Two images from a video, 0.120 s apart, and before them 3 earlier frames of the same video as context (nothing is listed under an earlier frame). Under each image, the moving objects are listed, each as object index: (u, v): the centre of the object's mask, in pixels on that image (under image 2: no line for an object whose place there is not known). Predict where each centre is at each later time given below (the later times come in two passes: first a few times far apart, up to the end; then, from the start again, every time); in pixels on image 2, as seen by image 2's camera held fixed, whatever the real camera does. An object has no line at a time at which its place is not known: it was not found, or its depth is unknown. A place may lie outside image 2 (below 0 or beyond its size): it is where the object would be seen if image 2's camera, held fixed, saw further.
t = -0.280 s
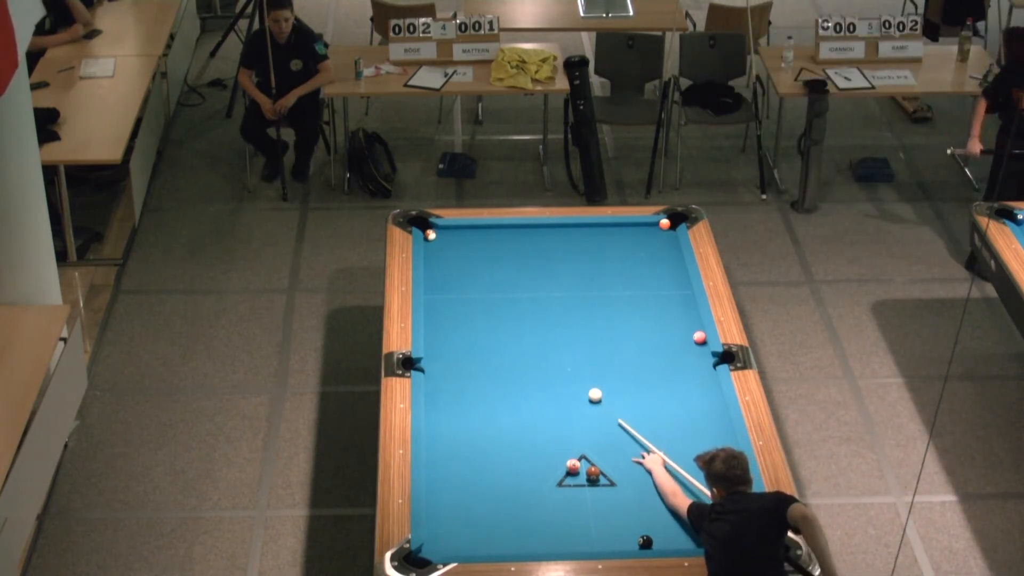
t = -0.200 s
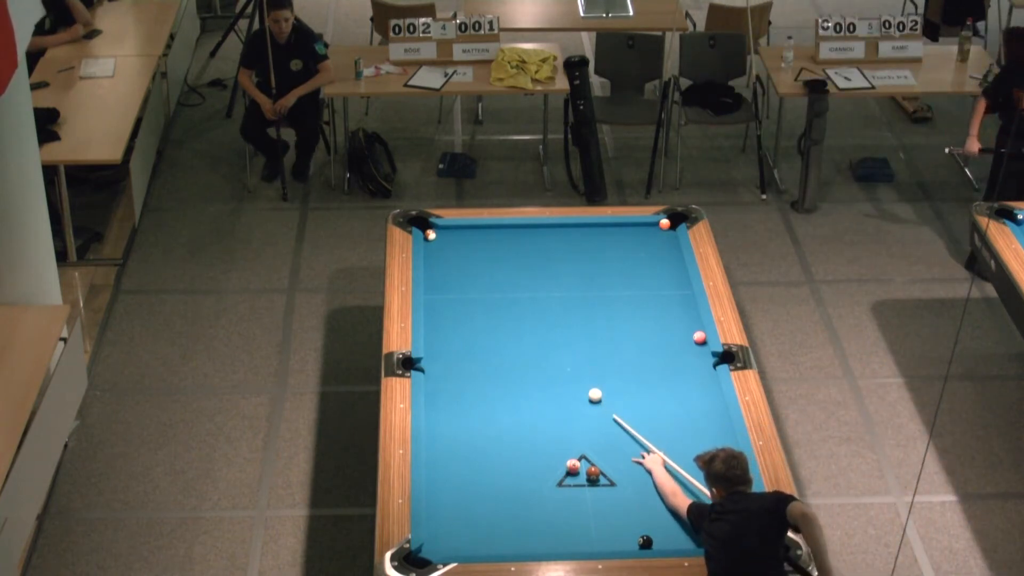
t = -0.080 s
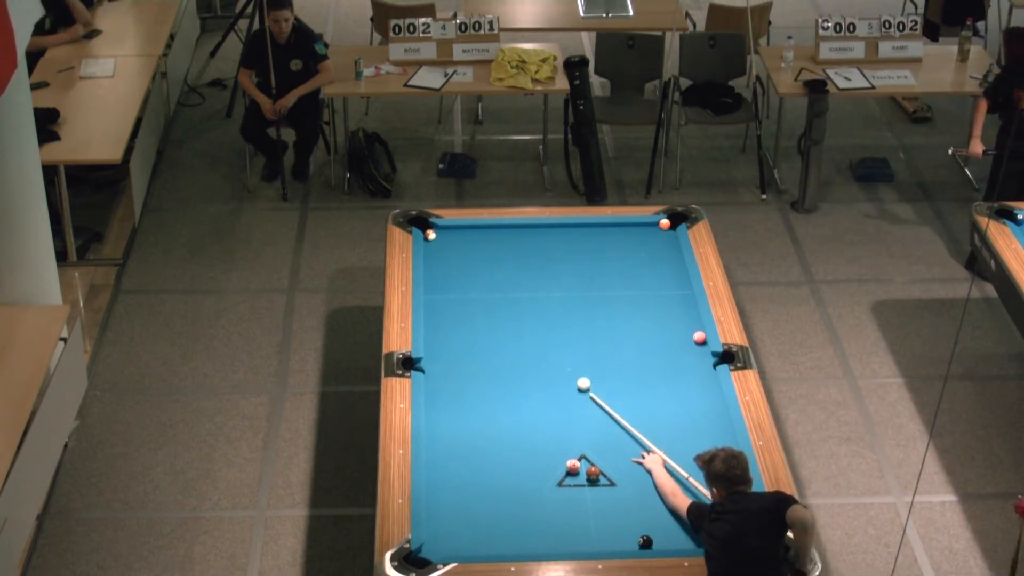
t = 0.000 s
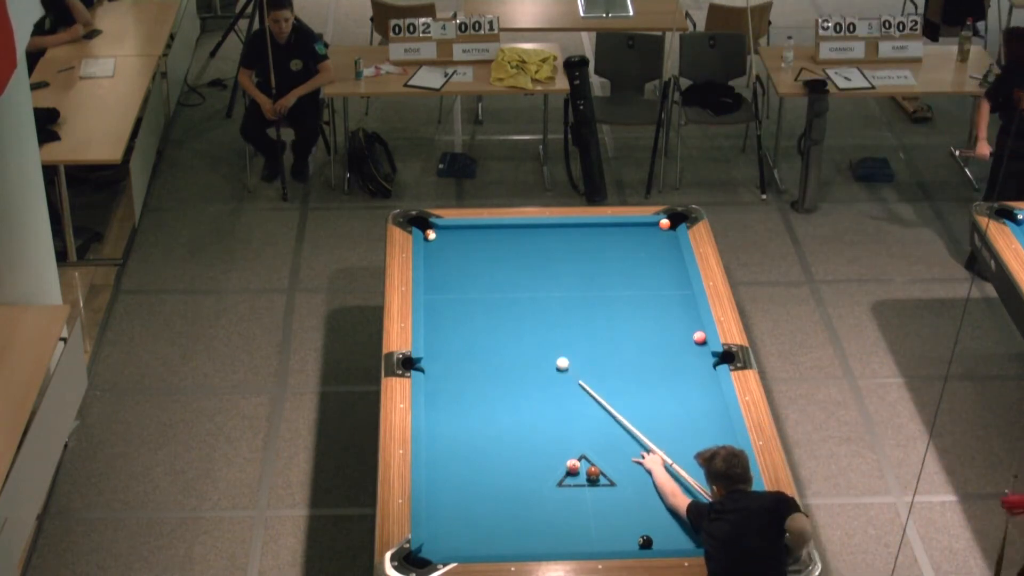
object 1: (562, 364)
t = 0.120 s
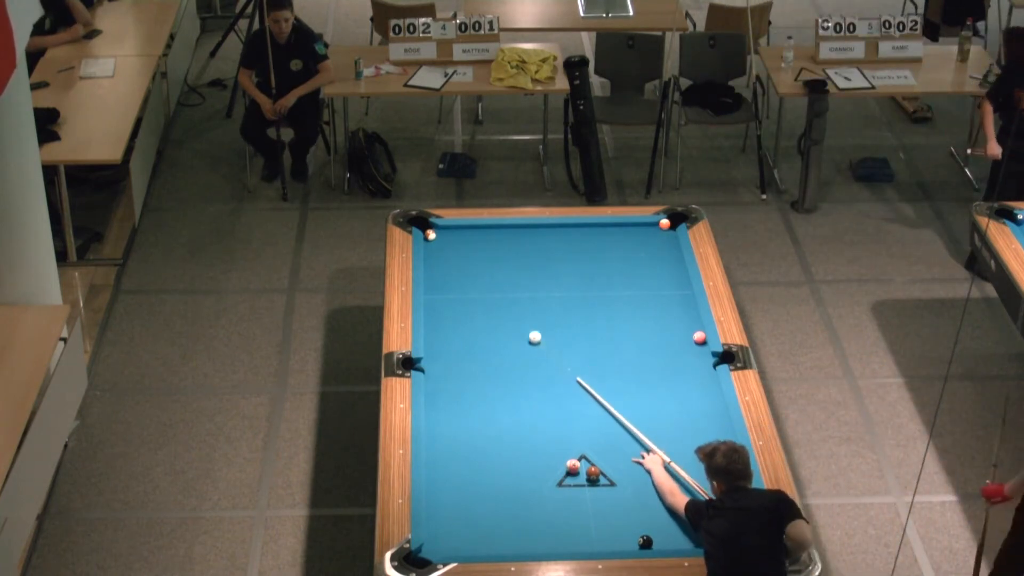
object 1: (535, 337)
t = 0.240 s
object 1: (512, 315)
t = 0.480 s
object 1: (477, 281)
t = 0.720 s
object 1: (449, 255)
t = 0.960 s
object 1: (429, 240)
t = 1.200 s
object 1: (433, 237)
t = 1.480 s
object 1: (438, 234)
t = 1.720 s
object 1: (441, 233)
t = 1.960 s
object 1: (444, 231)
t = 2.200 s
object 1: (446, 230)
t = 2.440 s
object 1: (448, 229)
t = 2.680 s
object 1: (449, 229)
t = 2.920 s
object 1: (449, 229)
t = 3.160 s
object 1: (448, 229)
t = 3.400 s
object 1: (448, 229)
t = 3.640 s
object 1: (448, 229)
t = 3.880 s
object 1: (448, 228)
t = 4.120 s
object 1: (448, 229)
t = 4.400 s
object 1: (448, 229)
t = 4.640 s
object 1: (448, 229)
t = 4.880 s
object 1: (448, 229)
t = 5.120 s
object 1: (448, 229)
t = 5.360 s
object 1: (448, 229)
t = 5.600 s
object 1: (448, 229)
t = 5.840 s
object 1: (448, 229)
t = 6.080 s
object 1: (448, 229)
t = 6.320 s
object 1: (448, 229)
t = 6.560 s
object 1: (448, 229)
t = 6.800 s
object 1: (448, 229)
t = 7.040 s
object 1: (448, 229)
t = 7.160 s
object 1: (448, 229)
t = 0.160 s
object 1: (527, 329)
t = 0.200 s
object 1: (519, 322)
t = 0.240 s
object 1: (512, 315)
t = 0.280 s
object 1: (505, 309)
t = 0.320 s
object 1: (498, 302)
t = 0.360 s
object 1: (493, 296)
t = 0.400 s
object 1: (487, 291)
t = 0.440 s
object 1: (482, 286)
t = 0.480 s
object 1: (477, 281)
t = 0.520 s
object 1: (472, 277)
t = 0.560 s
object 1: (467, 272)
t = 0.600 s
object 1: (463, 268)
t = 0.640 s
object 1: (458, 264)
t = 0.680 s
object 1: (453, 259)
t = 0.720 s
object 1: (449, 255)
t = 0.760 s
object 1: (444, 251)
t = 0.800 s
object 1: (440, 247)
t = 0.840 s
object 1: (436, 243)
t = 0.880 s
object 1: (433, 240)
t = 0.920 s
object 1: (430, 240)
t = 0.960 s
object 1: (429, 240)
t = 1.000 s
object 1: (429, 239)
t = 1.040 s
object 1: (430, 239)
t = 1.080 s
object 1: (431, 239)
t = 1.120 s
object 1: (432, 238)
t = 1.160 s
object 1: (432, 238)
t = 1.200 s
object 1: (433, 237)
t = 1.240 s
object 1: (434, 237)
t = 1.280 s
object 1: (434, 236)
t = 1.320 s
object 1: (435, 236)
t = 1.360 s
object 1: (436, 236)
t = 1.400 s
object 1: (437, 235)
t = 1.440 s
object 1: (437, 235)
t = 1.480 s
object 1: (438, 234)
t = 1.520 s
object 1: (438, 234)
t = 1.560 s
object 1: (439, 234)
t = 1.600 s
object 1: (440, 233)
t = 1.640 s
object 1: (440, 233)
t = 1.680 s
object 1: (441, 233)
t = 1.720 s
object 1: (441, 233)
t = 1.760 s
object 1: (442, 232)
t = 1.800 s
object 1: (442, 232)
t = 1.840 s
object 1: (443, 232)
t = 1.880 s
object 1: (443, 231)
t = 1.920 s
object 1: (444, 231)
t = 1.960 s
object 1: (444, 231)
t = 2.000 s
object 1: (445, 231)
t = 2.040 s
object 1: (445, 231)
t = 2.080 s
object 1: (446, 230)
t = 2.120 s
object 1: (446, 230)
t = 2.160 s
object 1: (446, 230)
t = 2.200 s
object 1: (446, 230)
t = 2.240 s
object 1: (447, 230)
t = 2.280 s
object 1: (447, 229)
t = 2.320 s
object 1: (447, 229)
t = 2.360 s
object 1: (447, 229)
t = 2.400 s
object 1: (448, 229)
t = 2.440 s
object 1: (448, 229)
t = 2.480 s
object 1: (448, 229)
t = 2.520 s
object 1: (448, 228)
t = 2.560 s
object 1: (448, 228)
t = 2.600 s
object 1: (449, 228)
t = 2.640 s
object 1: (449, 229)
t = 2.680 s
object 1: (449, 229)
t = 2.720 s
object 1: (449, 229)
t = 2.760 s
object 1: (449, 229)
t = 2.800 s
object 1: (449, 229)
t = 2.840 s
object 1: (449, 229)
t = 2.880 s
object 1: (449, 229)
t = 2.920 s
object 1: (449, 229)
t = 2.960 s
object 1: (448, 229)
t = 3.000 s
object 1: (448, 229)
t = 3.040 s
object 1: (448, 229)
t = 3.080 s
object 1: (448, 229)
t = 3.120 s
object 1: (448, 229)
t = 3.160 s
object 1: (448, 229)
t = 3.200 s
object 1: (448, 229)
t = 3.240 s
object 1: (448, 229)
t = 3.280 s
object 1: (448, 229)
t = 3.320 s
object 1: (448, 229)
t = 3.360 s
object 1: (448, 229)
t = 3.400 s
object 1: (448, 229)
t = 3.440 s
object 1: (448, 229)
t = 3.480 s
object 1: (448, 229)
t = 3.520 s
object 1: (448, 229)
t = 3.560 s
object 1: (448, 229)
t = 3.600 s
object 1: (448, 229)
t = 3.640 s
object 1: (448, 229)
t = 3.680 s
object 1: (448, 229)
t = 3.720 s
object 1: (448, 229)
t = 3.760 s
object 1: (448, 229)
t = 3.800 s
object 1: (448, 229)
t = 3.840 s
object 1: (448, 229)
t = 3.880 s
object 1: (448, 228)
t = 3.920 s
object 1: (448, 228)
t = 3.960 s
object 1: (448, 228)
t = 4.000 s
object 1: (448, 229)
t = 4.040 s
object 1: (448, 229)
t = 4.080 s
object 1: (448, 228)
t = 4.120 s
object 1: (448, 229)
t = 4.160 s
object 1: (448, 228)
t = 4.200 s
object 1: (448, 229)
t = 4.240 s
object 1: (448, 229)
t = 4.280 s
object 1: (448, 229)
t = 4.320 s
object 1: (448, 229)
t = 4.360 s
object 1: (448, 229)
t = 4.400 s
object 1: (448, 229)
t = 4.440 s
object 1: (448, 229)
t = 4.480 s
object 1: (448, 229)
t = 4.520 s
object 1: (448, 229)
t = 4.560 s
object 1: (448, 229)
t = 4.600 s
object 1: (448, 229)
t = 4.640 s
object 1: (448, 229)
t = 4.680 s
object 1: (448, 229)
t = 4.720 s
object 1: (448, 229)
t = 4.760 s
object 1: (448, 229)
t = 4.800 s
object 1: (448, 229)
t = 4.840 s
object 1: (448, 228)
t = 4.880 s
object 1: (448, 229)
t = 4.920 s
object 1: (448, 229)
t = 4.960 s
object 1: (448, 229)
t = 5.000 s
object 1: (448, 229)
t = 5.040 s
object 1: (448, 228)
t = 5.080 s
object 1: (448, 229)
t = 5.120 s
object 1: (448, 229)
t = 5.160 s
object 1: (448, 229)
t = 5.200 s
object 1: (448, 229)
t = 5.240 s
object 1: (448, 229)
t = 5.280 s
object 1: (448, 229)
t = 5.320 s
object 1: (448, 229)
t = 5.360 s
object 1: (448, 229)
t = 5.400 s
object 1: (448, 228)
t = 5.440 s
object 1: (448, 229)
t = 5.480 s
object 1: (448, 229)
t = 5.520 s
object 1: (448, 229)
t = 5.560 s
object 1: (448, 229)
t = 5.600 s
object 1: (448, 229)
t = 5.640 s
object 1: (448, 229)
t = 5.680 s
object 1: (448, 229)
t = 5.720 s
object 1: (448, 229)
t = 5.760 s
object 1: (448, 229)
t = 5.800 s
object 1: (448, 229)
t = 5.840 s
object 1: (448, 229)
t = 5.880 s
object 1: (448, 229)
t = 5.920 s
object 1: (448, 229)
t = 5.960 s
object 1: (448, 229)
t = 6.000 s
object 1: (448, 229)
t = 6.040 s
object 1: (448, 229)
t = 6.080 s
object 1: (448, 229)
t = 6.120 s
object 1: (448, 229)
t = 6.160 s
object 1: (448, 229)
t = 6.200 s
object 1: (448, 229)
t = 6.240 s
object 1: (448, 229)
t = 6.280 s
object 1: (448, 229)
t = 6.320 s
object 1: (448, 229)
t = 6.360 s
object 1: (448, 229)
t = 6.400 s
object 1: (448, 229)
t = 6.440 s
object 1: (448, 229)
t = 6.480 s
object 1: (448, 229)
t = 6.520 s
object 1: (448, 229)
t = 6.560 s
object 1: (448, 229)
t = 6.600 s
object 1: (448, 229)
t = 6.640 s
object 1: (448, 229)
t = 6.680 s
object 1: (448, 229)
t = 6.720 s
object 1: (448, 229)
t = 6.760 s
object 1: (448, 229)
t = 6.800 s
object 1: (448, 229)
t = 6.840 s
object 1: (448, 229)
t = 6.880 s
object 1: (448, 229)
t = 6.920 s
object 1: (448, 229)
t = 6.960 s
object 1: (448, 229)
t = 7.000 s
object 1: (448, 229)
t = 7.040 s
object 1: (448, 229)
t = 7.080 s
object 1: (448, 229)
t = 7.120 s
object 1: (448, 229)
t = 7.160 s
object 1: (448, 229)
